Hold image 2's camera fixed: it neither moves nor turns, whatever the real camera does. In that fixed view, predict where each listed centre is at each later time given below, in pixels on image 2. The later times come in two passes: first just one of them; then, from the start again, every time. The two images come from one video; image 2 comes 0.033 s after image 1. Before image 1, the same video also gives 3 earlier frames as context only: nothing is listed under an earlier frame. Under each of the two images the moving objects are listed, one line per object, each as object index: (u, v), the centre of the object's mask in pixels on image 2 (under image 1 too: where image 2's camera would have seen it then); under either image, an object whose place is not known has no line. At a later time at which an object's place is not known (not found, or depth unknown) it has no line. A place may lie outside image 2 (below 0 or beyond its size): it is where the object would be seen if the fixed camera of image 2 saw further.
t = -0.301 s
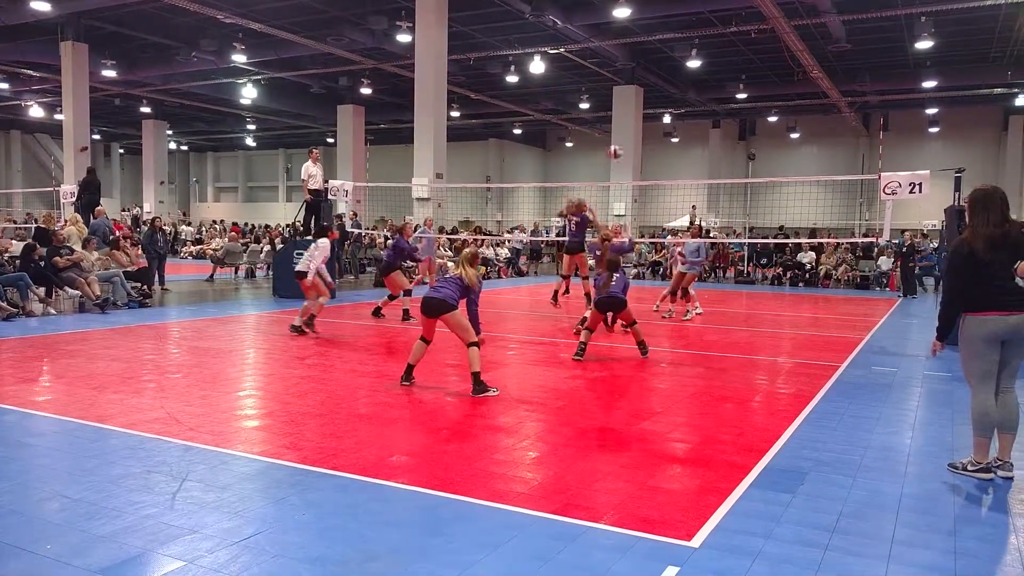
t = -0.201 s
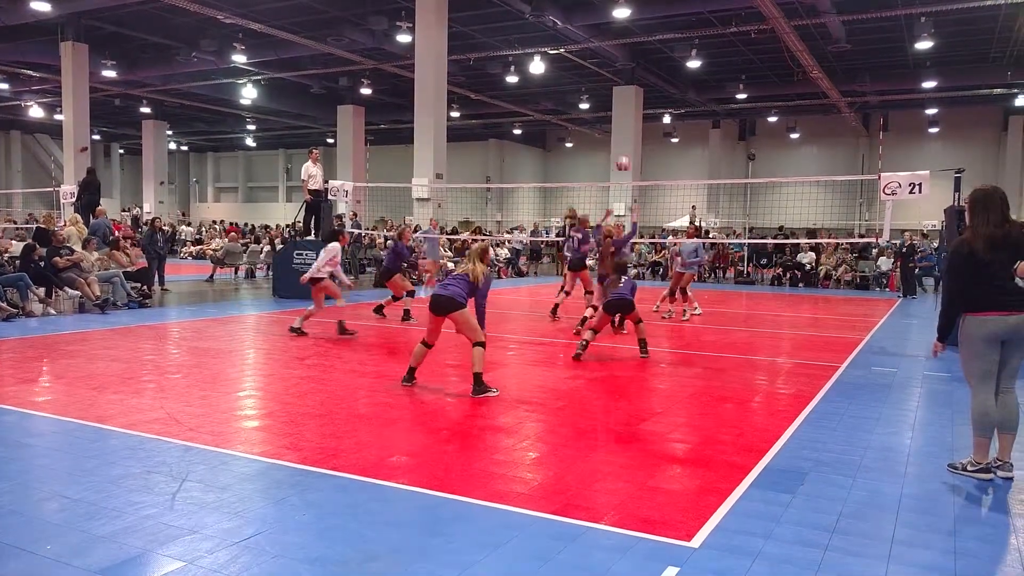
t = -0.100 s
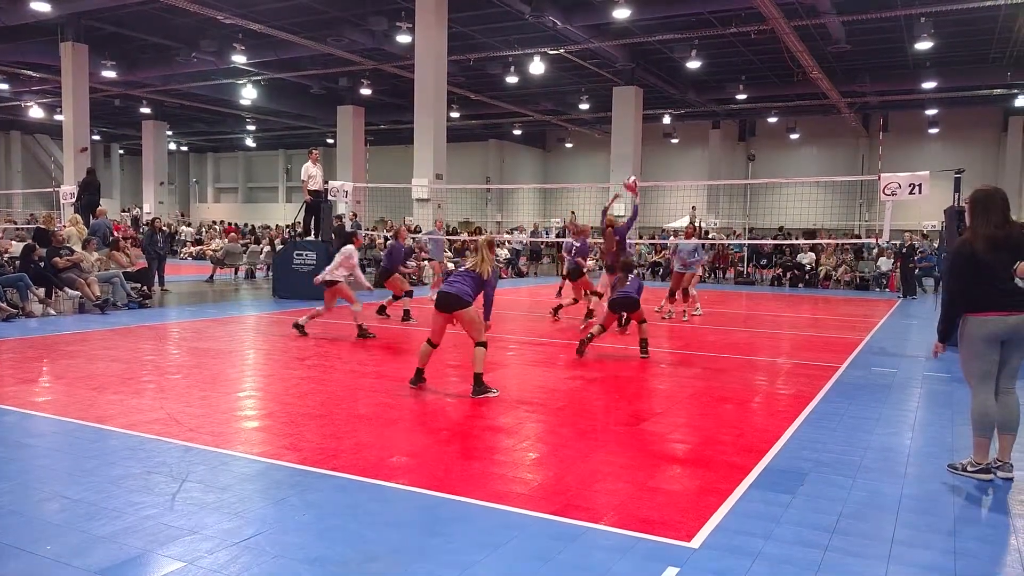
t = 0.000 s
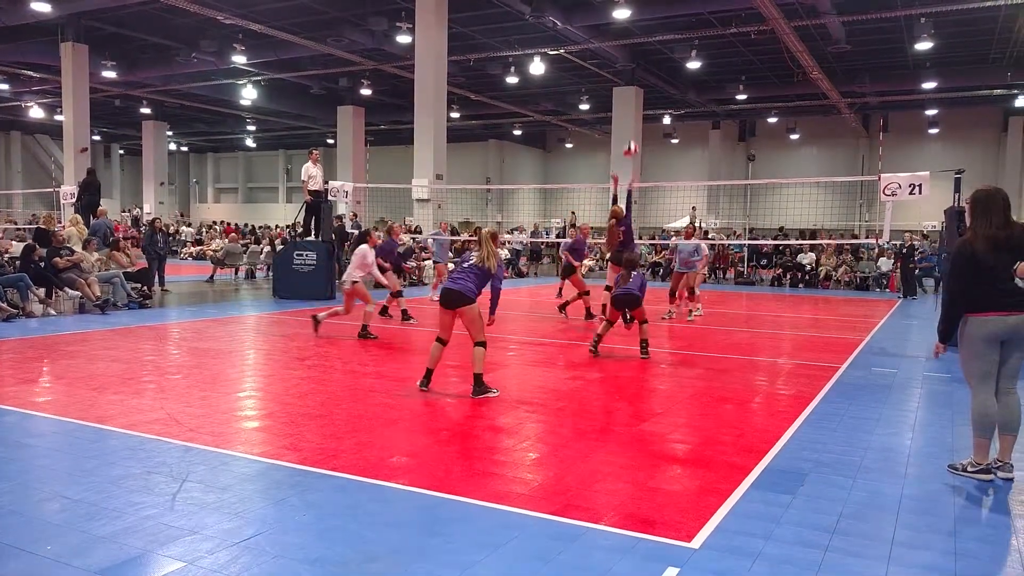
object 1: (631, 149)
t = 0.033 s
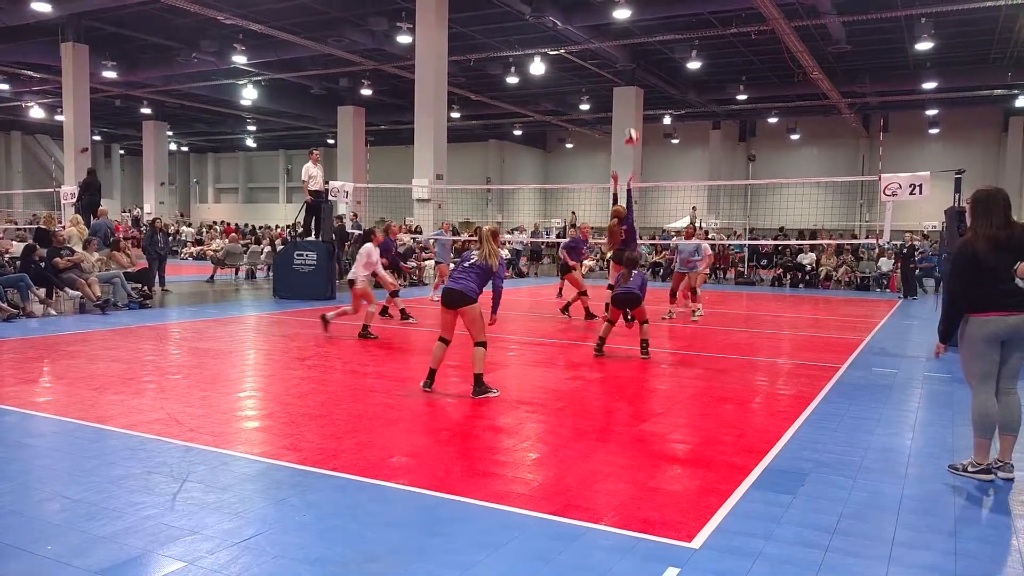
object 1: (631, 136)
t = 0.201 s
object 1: (631, 83)
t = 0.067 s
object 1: (631, 125)
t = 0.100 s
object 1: (632, 113)
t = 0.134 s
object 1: (631, 102)
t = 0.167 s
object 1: (631, 92)
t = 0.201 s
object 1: (631, 83)
